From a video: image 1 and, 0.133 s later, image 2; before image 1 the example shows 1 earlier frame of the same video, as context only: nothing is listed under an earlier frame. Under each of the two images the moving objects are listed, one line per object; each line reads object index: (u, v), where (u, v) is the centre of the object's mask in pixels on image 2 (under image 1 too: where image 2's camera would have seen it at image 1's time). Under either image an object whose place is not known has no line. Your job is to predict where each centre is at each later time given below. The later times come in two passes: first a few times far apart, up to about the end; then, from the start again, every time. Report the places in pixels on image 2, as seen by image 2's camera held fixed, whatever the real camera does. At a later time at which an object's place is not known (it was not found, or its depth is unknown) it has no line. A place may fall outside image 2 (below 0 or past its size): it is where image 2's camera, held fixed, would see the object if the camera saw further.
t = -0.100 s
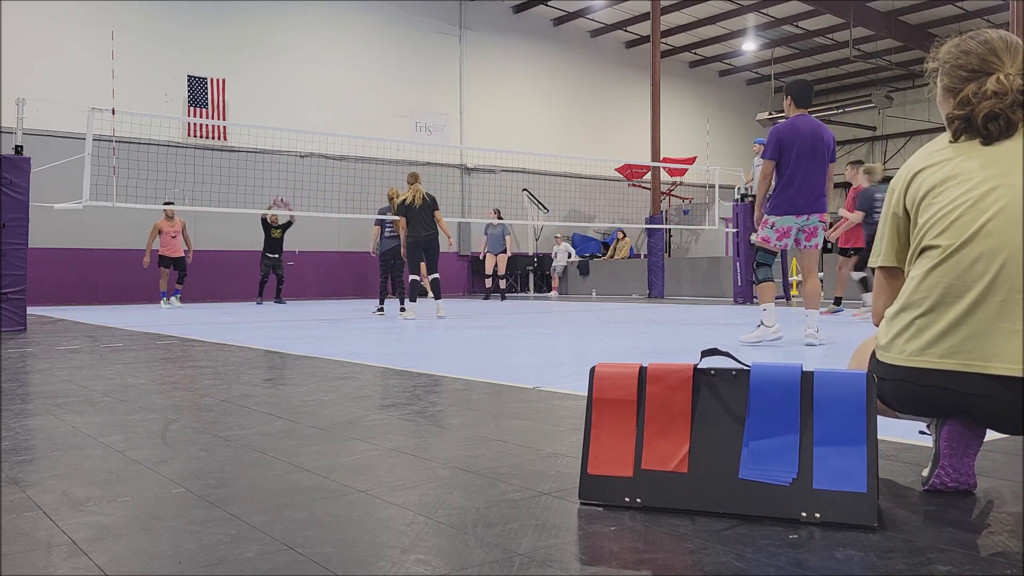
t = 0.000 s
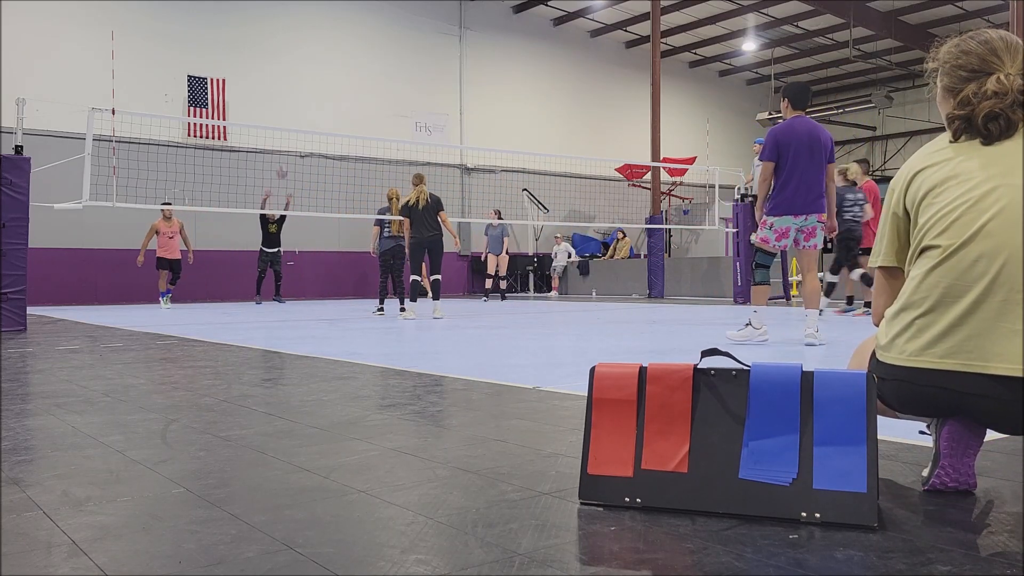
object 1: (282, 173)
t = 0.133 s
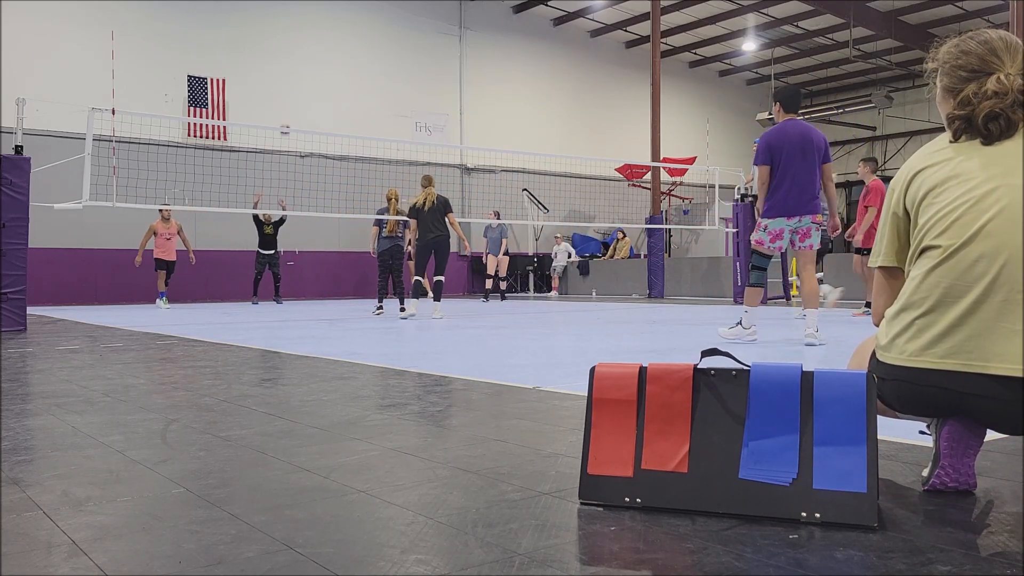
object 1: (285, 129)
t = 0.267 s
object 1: (288, 95)
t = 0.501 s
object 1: (294, 56)
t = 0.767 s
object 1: (301, 49)
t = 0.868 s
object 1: (304, 57)
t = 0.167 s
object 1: (286, 120)
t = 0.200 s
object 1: (287, 111)
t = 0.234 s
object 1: (287, 103)
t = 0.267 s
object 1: (288, 95)
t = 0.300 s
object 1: (289, 88)
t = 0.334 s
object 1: (290, 81)
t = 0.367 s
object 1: (291, 75)
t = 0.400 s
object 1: (291, 69)
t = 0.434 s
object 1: (292, 64)
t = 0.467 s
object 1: (293, 60)
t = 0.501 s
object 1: (294, 56)
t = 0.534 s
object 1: (294, 53)
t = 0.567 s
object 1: (295, 50)
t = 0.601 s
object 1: (296, 48)
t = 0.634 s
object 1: (297, 47)
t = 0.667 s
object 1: (298, 46)
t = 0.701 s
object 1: (299, 47)
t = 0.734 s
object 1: (300, 47)
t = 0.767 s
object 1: (301, 49)
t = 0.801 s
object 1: (302, 51)
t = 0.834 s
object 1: (303, 53)
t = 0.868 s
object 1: (304, 57)
